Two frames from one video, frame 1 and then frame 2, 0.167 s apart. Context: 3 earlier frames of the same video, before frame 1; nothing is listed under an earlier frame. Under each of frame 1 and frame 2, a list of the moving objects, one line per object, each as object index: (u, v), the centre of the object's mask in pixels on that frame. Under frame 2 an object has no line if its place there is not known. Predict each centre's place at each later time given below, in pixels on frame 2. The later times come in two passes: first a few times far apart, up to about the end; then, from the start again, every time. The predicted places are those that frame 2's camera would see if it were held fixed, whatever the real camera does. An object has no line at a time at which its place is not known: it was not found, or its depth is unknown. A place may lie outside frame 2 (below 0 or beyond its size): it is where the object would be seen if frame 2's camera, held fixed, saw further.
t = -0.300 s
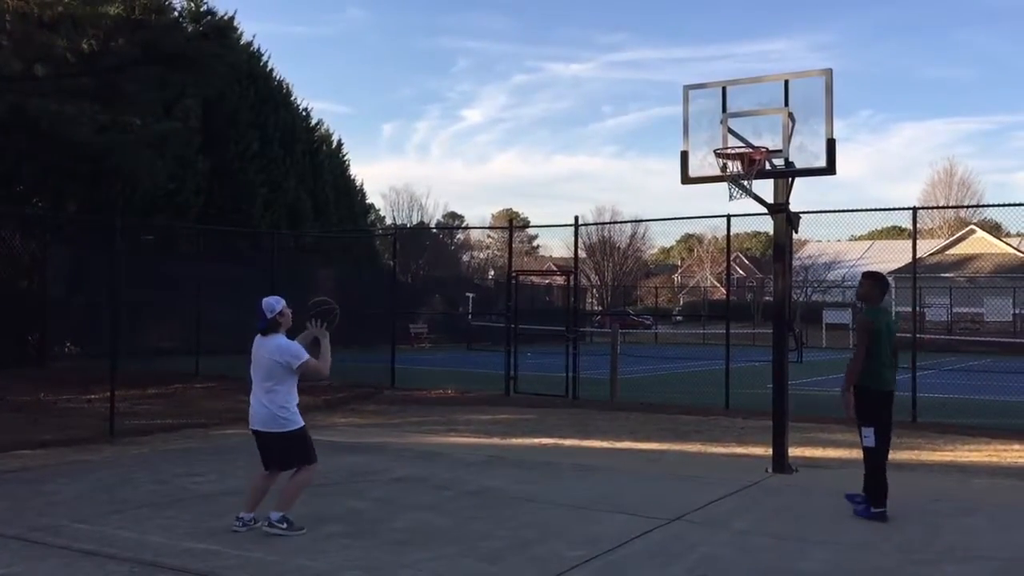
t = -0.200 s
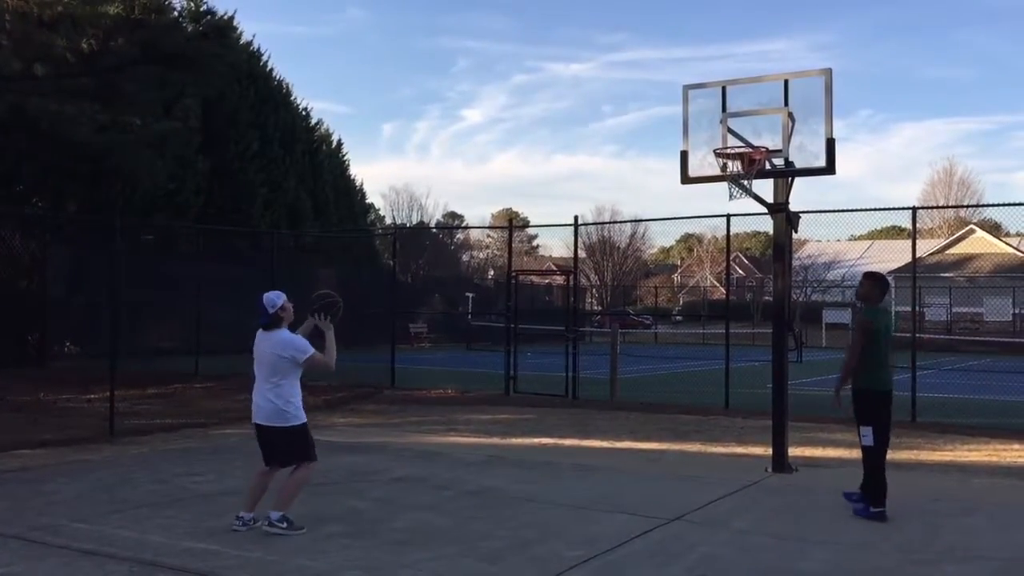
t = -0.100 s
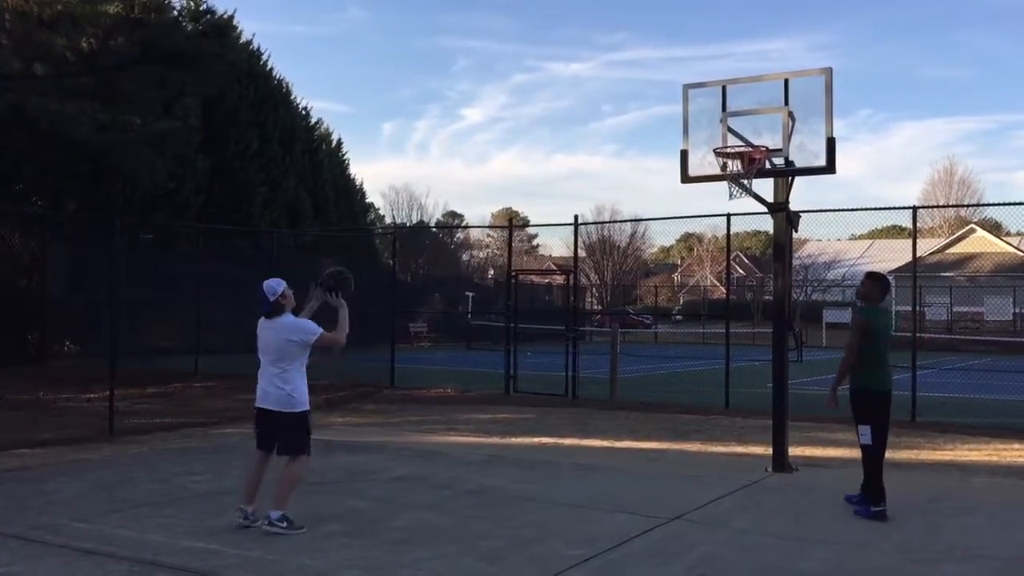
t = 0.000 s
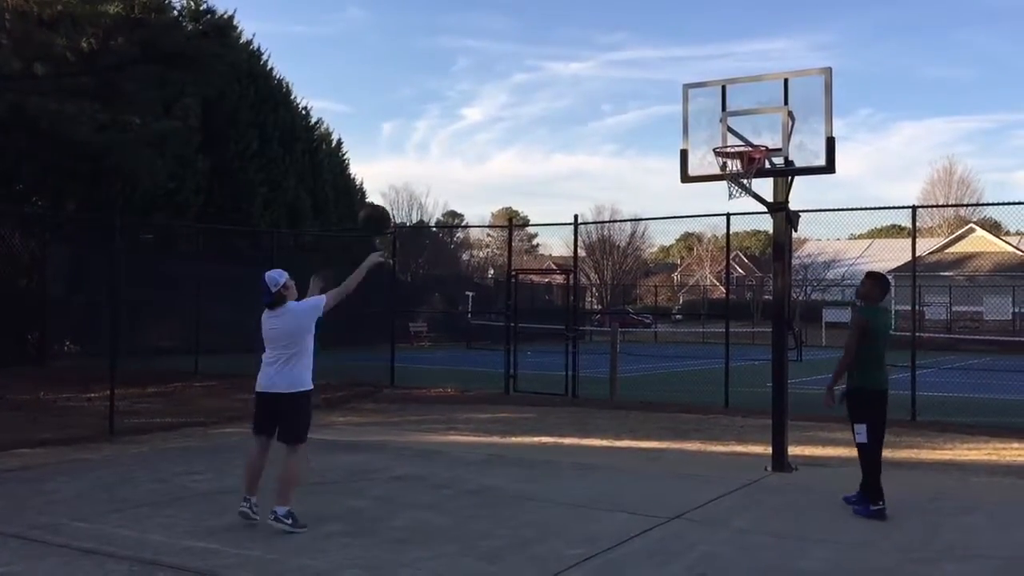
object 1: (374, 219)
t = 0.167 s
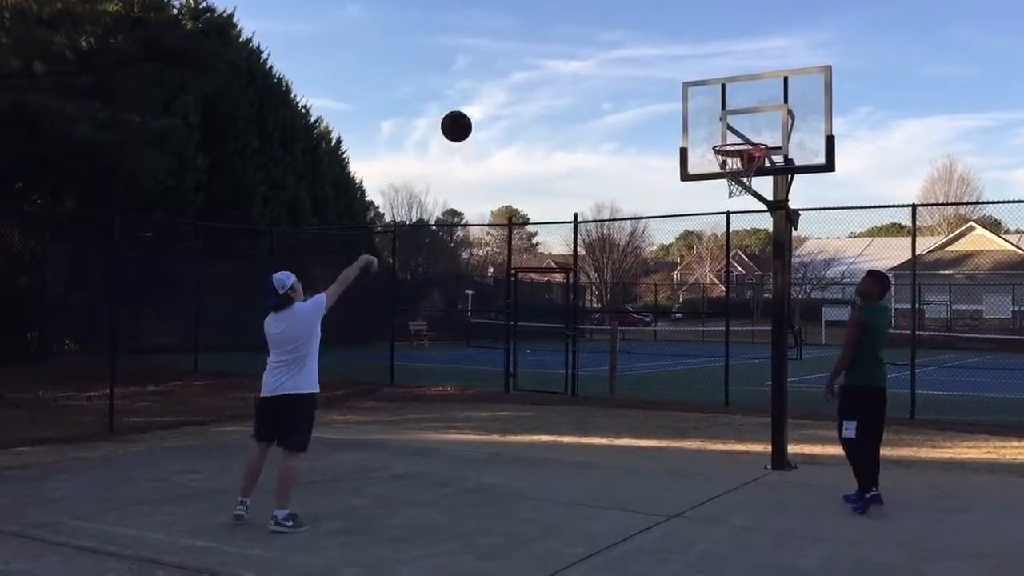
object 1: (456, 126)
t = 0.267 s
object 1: (502, 91)
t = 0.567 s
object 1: (628, 62)
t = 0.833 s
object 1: (727, 122)
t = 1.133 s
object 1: (722, 227)
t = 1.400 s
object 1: (684, 367)
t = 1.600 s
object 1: (656, 427)
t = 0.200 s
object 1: (472, 113)
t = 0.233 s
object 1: (487, 101)
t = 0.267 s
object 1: (502, 91)
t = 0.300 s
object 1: (517, 82)
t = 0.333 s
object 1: (531, 75)
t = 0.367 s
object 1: (546, 69)
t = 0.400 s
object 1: (560, 64)
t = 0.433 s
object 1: (574, 61)
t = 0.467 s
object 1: (588, 59)
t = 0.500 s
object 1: (601, 59)
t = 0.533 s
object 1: (614, 60)
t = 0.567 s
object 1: (628, 62)
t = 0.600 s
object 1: (641, 65)
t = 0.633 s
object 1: (653, 70)
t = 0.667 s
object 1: (666, 76)
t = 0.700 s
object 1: (679, 83)
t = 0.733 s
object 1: (691, 91)
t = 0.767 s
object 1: (703, 100)
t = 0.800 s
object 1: (715, 111)
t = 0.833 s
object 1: (727, 122)
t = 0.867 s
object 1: (738, 135)
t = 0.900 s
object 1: (750, 150)
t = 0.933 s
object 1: (751, 160)
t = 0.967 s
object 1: (750, 171)
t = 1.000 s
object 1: (741, 187)
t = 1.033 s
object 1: (736, 193)
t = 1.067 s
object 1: (731, 203)
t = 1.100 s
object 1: (726, 215)
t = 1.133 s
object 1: (722, 227)
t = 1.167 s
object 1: (716, 241)
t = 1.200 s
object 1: (712, 255)
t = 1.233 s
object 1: (707, 271)
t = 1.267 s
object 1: (702, 287)
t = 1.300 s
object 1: (691, 303)
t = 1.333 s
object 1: (694, 325)
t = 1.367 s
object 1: (689, 345)
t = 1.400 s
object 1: (684, 367)
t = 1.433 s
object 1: (682, 389)
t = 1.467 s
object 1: (676, 414)
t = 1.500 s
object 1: (671, 437)
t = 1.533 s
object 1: (666, 462)
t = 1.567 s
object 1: (661, 449)
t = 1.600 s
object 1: (656, 427)
